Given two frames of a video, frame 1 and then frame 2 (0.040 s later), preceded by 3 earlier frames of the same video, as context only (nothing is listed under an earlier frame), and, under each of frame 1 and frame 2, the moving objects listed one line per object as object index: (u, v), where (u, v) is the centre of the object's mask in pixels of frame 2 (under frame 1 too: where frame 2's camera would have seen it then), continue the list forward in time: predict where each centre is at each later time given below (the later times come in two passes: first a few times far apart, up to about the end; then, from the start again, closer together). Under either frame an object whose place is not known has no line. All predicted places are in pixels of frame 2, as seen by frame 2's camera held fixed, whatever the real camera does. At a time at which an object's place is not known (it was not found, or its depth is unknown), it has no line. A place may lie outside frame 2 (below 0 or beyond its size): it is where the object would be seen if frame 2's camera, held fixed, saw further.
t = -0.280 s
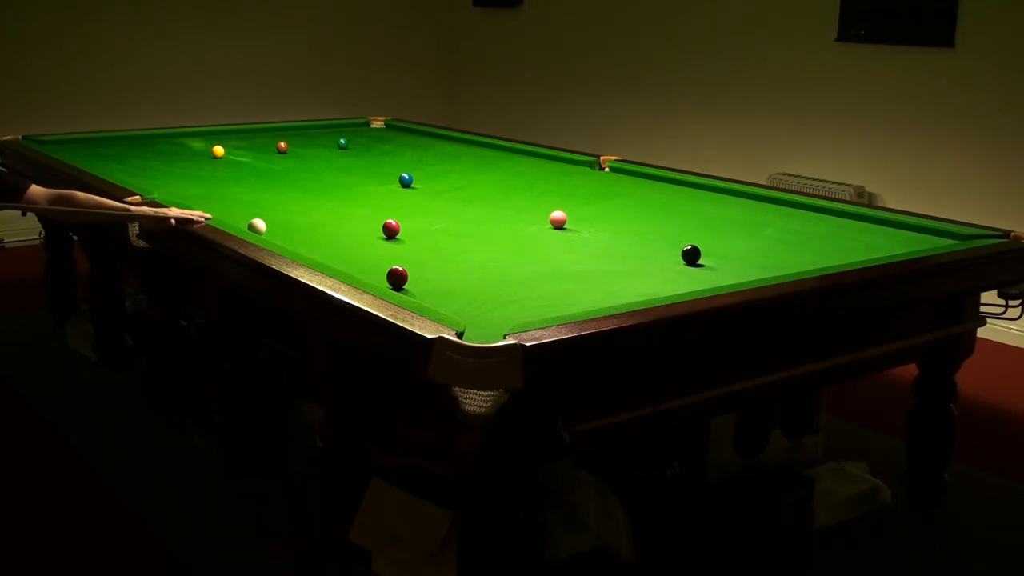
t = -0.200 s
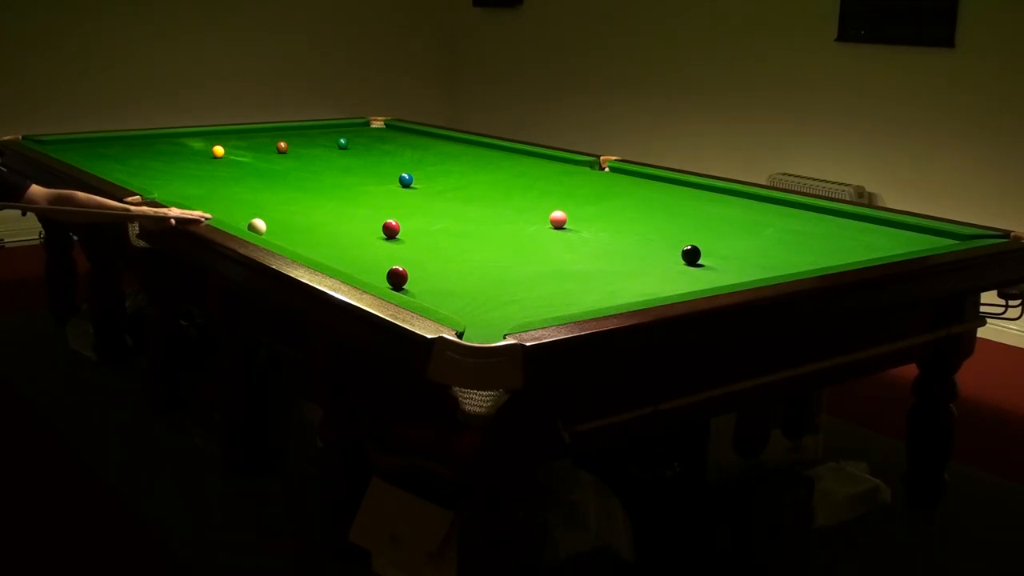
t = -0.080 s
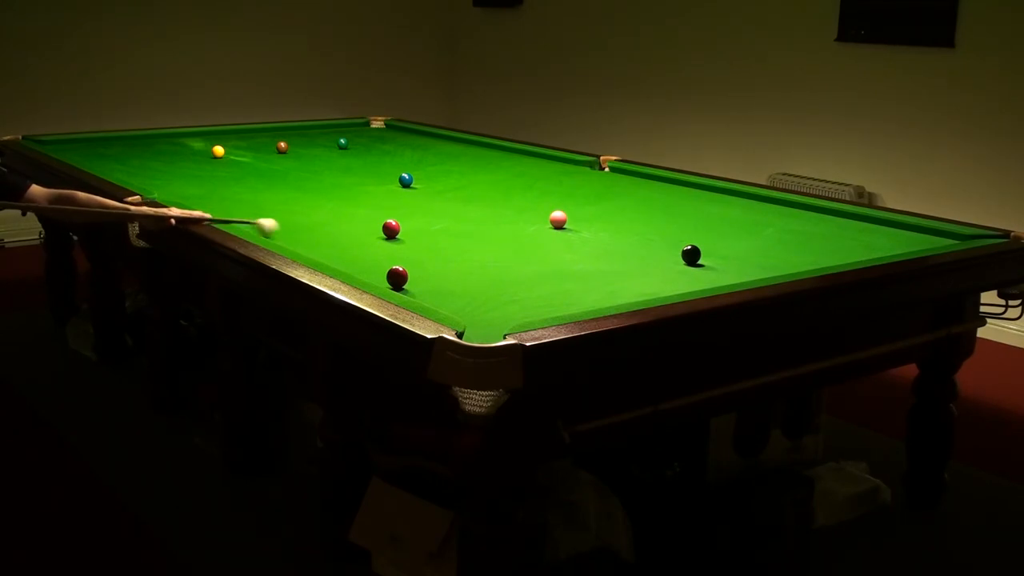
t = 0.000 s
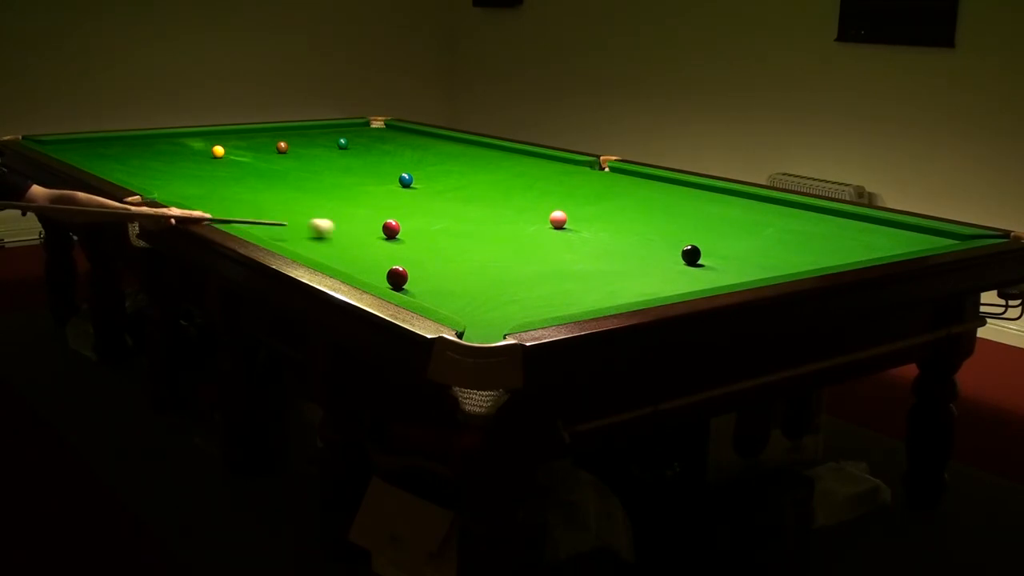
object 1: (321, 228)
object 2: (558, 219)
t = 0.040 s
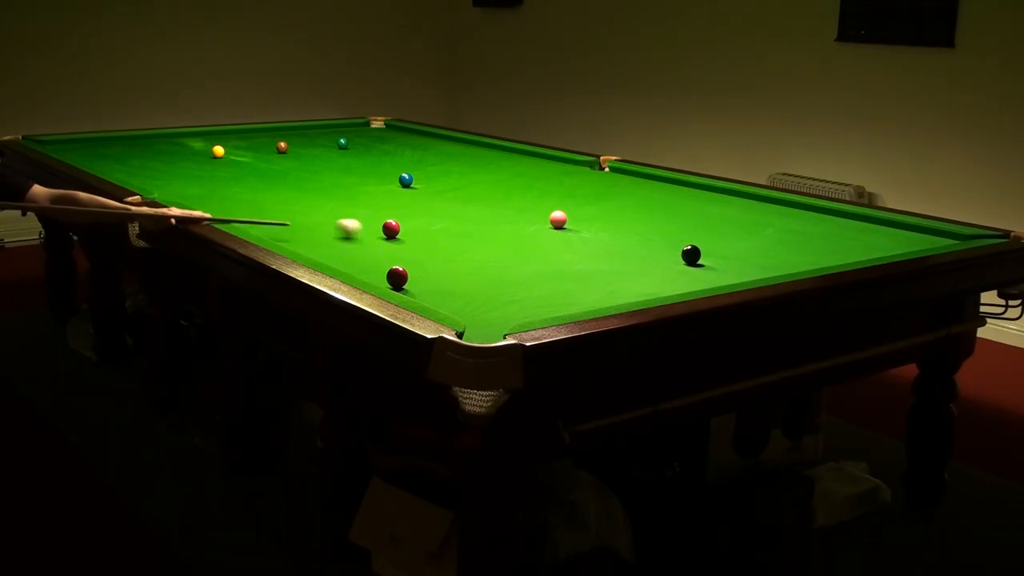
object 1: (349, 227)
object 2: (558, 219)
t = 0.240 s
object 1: (388, 227)
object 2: (558, 219)
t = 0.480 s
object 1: (428, 226)
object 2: (558, 219)
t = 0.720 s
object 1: (465, 225)
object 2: (558, 219)
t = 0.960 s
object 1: (499, 224)
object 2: (558, 219)
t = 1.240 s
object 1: (536, 222)
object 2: (558, 219)
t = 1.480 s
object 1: (558, 223)
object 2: (565, 215)
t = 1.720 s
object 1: (573, 224)
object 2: (569, 213)
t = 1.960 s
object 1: (587, 225)
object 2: (575, 215)
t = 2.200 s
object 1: (598, 226)
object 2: (580, 214)
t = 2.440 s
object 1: (606, 227)
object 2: (584, 214)
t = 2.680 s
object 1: (613, 228)
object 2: (586, 213)
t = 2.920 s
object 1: (618, 228)
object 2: (586, 213)
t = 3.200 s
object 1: (621, 228)
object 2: (586, 213)
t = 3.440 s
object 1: (621, 228)
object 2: (586, 213)
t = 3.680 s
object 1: (621, 229)
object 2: (586, 213)
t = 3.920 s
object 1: (621, 229)
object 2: (586, 213)
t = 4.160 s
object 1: (621, 228)
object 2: (589, 213)
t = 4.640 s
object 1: (621, 228)
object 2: (586, 213)
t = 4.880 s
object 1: (621, 228)
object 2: (586, 213)
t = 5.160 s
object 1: (621, 228)
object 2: (586, 213)
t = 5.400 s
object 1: (621, 228)
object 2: (586, 213)
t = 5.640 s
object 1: (621, 228)
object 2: (586, 213)
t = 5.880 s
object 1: (621, 228)
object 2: (586, 213)
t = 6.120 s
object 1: (621, 228)
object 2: (586, 213)
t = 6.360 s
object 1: (621, 228)
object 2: (586, 213)
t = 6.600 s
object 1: (621, 228)
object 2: (586, 213)
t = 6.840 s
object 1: (621, 228)
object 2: (586, 213)
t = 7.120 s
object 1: (621, 228)
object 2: (586, 213)
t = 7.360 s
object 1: (621, 228)
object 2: (586, 213)
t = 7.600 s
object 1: (621, 228)
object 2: (586, 213)
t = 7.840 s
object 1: (621, 228)
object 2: (586, 213)
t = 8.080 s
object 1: (620, 228)
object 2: (586, 213)
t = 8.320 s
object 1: (621, 228)
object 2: (586, 213)
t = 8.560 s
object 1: (620, 228)
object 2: (586, 213)
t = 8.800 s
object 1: (620, 228)
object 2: (586, 213)
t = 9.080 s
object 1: (620, 228)
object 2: (586, 213)
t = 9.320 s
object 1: (620, 228)
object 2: (586, 213)
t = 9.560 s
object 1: (621, 228)
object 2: (586, 213)
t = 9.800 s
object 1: (621, 228)
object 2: (586, 213)
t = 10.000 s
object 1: (621, 228)
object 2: (586, 213)
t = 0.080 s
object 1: (373, 228)
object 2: (558, 219)
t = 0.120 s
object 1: (374, 228)
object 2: (558, 219)
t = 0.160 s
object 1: (377, 227)
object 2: (558, 219)
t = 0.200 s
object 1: (381, 227)
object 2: (558, 219)
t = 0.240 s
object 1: (388, 227)
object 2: (558, 219)
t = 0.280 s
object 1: (395, 227)
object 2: (558, 219)
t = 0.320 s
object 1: (401, 227)
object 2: (558, 219)
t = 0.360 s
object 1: (408, 226)
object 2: (558, 219)
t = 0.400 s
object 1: (415, 226)
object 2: (558, 218)
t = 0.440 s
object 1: (422, 226)
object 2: (557, 219)
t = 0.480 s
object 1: (428, 226)
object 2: (558, 219)
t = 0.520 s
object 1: (434, 226)
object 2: (558, 219)
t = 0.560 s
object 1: (441, 225)
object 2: (558, 219)
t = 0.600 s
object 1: (447, 225)
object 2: (558, 219)
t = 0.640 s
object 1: (453, 225)
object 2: (558, 219)
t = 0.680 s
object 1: (459, 225)
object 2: (558, 219)
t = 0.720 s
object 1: (465, 225)
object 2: (558, 219)
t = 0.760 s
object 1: (471, 225)
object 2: (558, 219)
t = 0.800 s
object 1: (477, 224)
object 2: (558, 219)
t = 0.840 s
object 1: (482, 224)
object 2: (558, 219)
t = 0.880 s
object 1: (488, 224)
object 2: (558, 219)
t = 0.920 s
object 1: (494, 224)
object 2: (558, 219)
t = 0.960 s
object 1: (499, 224)
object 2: (558, 219)
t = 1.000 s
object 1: (505, 223)
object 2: (558, 219)
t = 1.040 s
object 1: (510, 223)
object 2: (558, 219)
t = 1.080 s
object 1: (515, 223)
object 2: (558, 219)
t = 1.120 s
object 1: (521, 223)
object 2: (558, 219)
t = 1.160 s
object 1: (526, 223)
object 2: (558, 219)
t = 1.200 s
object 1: (531, 222)
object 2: (558, 219)
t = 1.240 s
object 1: (536, 222)
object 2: (558, 219)
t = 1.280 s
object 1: (540, 222)
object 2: (558, 219)
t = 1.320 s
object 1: (545, 222)
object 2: (559, 219)
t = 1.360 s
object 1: (549, 222)
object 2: (560, 218)
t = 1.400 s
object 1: (552, 222)
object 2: (562, 217)
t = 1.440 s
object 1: (555, 222)
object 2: (564, 216)
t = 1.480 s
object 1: (558, 223)
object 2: (565, 215)
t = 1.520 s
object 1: (561, 223)
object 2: (566, 214)
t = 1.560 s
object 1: (563, 223)
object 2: (567, 213)
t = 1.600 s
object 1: (566, 223)
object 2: (567, 213)
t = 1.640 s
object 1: (568, 224)
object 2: (567, 213)
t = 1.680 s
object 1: (571, 224)
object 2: (568, 213)
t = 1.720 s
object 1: (573, 224)
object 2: (569, 213)
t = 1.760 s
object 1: (575, 224)
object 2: (570, 214)
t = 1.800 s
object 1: (578, 224)
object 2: (571, 214)
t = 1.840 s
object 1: (580, 225)
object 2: (572, 214)
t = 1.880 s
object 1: (583, 225)
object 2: (573, 214)
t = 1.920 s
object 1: (585, 225)
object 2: (574, 214)
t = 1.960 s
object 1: (587, 225)
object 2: (575, 215)
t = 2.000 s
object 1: (589, 225)
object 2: (576, 215)
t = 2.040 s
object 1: (590, 226)
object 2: (577, 215)
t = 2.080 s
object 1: (592, 226)
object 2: (578, 215)
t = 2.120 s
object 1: (594, 226)
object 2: (579, 215)
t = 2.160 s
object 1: (596, 226)
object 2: (580, 214)
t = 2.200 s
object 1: (598, 226)
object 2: (580, 214)
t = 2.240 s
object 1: (599, 226)
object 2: (581, 214)
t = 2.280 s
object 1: (601, 226)
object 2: (581, 214)
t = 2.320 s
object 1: (602, 227)
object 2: (582, 214)
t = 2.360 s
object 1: (604, 227)
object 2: (583, 214)
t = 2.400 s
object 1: (605, 227)
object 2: (583, 214)
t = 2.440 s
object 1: (606, 227)
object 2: (584, 214)
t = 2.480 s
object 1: (608, 227)
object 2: (584, 214)
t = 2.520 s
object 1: (609, 227)
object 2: (584, 214)
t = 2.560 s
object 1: (610, 227)
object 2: (585, 214)
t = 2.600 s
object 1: (611, 227)
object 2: (585, 214)
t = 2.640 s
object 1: (612, 227)
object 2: (585, 213)
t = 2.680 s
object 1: (613, 228)
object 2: (586, 213)
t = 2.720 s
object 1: (614, 228)
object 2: (586, 213)
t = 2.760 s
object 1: (615, 228)
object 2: (586, 213)
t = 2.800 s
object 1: (616, 228)
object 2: (586, 213)
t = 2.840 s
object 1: (616, 228)
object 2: (586, 213)
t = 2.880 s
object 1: (617, 228)
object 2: (586, 213)
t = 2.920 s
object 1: (618, 228)
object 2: (586, 213)
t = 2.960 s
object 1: (618, 228)
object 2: (586, 213)
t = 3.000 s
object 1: (619, 228)
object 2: (586, 213)
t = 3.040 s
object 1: (619, 228)
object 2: (586, 213)
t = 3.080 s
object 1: (620, 228)
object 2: (586, 213)
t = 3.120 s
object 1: (620, 228)
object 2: (586, 213)
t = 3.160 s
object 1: (620, 228)
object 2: (586, 213)
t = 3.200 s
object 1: (621, 228)
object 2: (586, 213)
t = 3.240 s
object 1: (621, 228)
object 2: (586, 213)
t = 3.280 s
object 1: (621, 228)
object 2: (586, 213)
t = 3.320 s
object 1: (621, 228)
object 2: (586, 213)
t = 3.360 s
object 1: (621, 228)
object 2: (586, 213)
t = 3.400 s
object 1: (621, 228)
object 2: (586, 213)
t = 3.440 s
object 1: (621, 228)
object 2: (586, 213)
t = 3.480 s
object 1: (621, 229)
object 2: (586, 213)
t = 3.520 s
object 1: (621, 229)
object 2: (586, 213)
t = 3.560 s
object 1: (621, 229)
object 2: (586, 213)
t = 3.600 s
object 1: (621, 229)
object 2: (586, 213)
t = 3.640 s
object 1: (620, 229)
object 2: (586, 213)
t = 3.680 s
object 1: (621, 229)
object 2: (586, 213)
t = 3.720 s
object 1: (621, 229)
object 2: (586, 213)
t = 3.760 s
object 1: (620, 229)
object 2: (586, 213)
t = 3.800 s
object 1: (620, 229)
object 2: (586, 213)
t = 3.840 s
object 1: (621, 228)
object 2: (586, 213)
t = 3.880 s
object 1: (621, 229)
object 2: (586, 213)
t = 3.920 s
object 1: (621, 229)
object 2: (586, 213)
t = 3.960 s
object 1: (621, 229)
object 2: (586, 213)
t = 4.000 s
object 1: (621, 229)
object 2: (586, 213)
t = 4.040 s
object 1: (621, 229)
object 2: (586, 213)
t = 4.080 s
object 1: (621, 228)
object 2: (586, 213)
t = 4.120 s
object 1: (621, 228)
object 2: (586, 213)
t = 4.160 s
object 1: (621, 228)
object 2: (589, 213)
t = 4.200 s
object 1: (621, 228)
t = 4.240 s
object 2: (584, 209)
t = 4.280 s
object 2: (588, 211)
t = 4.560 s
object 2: (586, 213)
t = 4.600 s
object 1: (619, 228)
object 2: (586, 213)
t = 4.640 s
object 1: (621, 228)
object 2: (586, 213)
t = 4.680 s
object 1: (621, 228)
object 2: (586, 213)
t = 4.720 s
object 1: (621, 228)
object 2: (586, 213)
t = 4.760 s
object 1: (621, 228)
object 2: (586, 213)
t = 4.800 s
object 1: (621, 228)
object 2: (586, 213)
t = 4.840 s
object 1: (621, 228)
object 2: (586, 213)
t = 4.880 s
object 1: (621, 228)
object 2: (586, 213)
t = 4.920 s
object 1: (621, 228)
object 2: (586, 213)
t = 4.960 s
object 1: (621, 228)
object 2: (586, 213)
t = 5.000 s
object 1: (621, 228)
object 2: (586, 213)
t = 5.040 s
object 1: (621, 228)
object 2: (586, 213)
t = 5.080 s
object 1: (621, 228)
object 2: (586, 213)
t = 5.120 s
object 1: (621, 228)
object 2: (586, 213)
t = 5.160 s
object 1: (621, 228)
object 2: (586, 213)
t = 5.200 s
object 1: (621, 228)
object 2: (586, 213)
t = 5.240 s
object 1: (621, 228)
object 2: (586, 213)
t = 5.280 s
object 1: (621, 228)
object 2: (586, 213)
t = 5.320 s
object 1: (621, 228)
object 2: (586, 213)
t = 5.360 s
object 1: (621, 228)
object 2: (586, 213)
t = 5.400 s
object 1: (621, 228)
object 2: (586, 213)
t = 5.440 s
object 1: (621, 228)
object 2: (586, 213)
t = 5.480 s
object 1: (621, 228)
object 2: (586, 213)
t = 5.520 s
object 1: (621, 228)
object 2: (586, 213)
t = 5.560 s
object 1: (621, 228)
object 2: (586, 213)
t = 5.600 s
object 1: (621, 228)
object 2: (586, 213)
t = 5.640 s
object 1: (621, 228)
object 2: (586, 213)
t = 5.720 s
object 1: (621, 228)
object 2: (586, 213)
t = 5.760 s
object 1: (621, 228)
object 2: (586, 213)
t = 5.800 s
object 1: (621, 228)
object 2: (586, 213)
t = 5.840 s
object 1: (621, 228)
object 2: (586, 213)
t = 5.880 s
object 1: (621, 228)
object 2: (586, 213)
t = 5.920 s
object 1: (621, 228)
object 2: (586, 213)
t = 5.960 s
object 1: (621, 228)
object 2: (586, 213)
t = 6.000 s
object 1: (621, 228)
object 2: (586, 213)
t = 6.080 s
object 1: (621, 228)
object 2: (586, 213)
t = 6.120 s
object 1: (621, 228)
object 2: (586, 213)
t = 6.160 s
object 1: (620, 228)
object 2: (586, 213)
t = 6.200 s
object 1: (621, 228)
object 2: (586, 213)
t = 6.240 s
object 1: (621, 228)
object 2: (586, 213)
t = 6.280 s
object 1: (621, 228)
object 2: (586, 213)
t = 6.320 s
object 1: (621, 228)
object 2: (586, 213)
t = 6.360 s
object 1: (621, 228)
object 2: (586, 213)
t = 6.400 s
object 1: (621, 228)
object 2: (586, 213)
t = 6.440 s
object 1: (621, 228)
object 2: (586, 213)
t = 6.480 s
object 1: (621, 228)
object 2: (586, 213)
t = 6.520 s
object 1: (621, 228)
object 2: (586, 213)
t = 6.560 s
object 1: (621, 228)
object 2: (586, 213)
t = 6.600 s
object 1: (621, 228)
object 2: (586, 213)
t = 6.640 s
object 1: (621, 228)
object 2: (586, 213)
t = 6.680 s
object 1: (621, 228)
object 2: (586, 213)
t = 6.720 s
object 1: (621, 228)
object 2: (586, 213)
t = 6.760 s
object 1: (621, 228)
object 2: (586, 213)
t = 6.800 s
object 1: (621, 228)
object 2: (586, 213)
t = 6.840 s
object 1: (621, 228)
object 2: (586, 213)
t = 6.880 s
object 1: (621, 228)
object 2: (586, 213)
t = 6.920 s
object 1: (621, 228)
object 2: (586, 213)
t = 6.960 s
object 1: (621, 228)
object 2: (586, 213)
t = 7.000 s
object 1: (621, 228)
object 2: (586, 213)
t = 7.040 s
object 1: (621, 228)
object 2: (586, 213)
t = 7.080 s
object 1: (621, 228)
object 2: (586, 213)
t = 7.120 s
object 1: (621, 228)
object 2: (586, 213)
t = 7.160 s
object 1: (621, 228)
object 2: (586, 213)
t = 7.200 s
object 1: (621, 229)
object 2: (586, 213)
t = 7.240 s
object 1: (621, 228)
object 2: (586, 213)
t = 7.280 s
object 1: (620, 228)
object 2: (586, 213)
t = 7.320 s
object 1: (620, 228)
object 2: (586, 213)
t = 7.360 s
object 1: (621, 228)
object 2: (586, 213)
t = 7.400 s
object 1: (621, 228)
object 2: (586, 213)
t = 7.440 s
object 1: (621, 228)
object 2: (586, 213)
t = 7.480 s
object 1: (620, 228)
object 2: (586, 213)
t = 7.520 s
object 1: (621, 228)
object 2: (586, 213)
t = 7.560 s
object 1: (621, 228)
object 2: (586, 213)
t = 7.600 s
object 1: (621, 228)
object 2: (586, 213)
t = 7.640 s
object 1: (621, 228)
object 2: (586, 213)
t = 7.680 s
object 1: (620, 228)
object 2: (586, 213)
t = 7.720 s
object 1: (621, 228)
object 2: (586, 213)
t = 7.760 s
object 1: (620, 228)
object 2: (586, 213)
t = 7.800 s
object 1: (621, 228)
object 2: (586, 213)
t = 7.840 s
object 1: (621, 228)
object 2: (586, 213)
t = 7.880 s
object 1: (621, 228)
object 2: (586, 213)
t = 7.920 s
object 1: (620, 228)
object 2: (586, 213)
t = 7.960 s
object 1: (621, 228)
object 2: (586, 213)
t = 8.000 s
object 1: (621, 228)
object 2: (586, 213)
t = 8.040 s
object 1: (621, 228)
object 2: (586, 213)
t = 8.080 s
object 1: (620, 228)
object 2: (586, 213)
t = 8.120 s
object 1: (620, 228)
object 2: (586, 213)
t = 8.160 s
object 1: (621, 228)
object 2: (586, 213)
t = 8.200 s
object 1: (621, 228)
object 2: (586, 213)
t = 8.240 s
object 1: (620, 228)
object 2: (586, 213)
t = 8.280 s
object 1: (621, 228)
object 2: (586, 213)
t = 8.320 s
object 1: (621, 228)
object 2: (586, 213)
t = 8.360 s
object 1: (620, 228)
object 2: (586, 213)
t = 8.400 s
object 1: (620, 228)
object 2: (586, 213)
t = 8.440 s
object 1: (620, 228)
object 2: (586, 213)
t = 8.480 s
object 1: (620, 228)
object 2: (586, 213)
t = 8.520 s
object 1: (620, 228)
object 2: (586, 213)
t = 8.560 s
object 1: (620, 228)
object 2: (586, 213)
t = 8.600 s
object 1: (620, 228)
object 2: (586, 213)
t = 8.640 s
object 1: (620, 228)
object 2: (586, 213)
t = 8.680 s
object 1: (620, 228)
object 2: (586, 213)
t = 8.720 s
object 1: (620, 228)
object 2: (586, 213)
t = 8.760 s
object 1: (620, 228)
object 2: (586, 213)
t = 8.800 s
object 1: (620, 228)
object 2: (586, 213)
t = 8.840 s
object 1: (620, 228)
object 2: (586, 213)
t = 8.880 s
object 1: (621, 228)
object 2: (586, 213)
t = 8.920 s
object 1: (620, 228)
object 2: (586, 213)
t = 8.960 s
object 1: (620, 228)
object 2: (586, 213)
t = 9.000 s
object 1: (620, 228)
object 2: (586, 213)
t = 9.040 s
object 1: (621, 228)
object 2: (586, 213)
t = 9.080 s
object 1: (620, 228)
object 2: (586, 213)
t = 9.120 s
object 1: (620, 228)
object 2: (586, 213)
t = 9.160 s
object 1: (620, 228)
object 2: (586, 213)
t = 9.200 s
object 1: (621, 228)
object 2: (586, 213)
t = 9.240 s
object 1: (621, 228)
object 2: (586, 213)
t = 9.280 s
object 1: (620, 228)
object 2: (586, 213)
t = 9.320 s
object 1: (620, 228)
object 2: (586, 213)
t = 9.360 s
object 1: (621, 228)
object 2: (586, 213)
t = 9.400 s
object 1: (621, 228)
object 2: (586, 213)
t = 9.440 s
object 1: (620, 228)
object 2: (586, 213)
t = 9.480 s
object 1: (621, 228)
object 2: (586, 213)
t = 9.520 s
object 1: (621, 228)
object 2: (586, 213)
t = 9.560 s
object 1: (621, 228)
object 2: (586, 213)
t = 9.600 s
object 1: (621, 228)
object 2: (586, 213)
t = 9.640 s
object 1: (621, 228)
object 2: (586, 213)
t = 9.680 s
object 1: (621, 228)
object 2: (586, 213)
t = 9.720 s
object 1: (621, 228)
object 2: (586, 213)
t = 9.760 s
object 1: (621, 228)
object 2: (586, 213)
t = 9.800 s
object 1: (621, 228)
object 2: (586, 213)
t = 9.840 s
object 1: (621, 228)
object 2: (586, 213)
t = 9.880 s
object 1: (621, 228)
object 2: (586, 213)
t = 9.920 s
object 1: (621, 228)
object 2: (586, 213)
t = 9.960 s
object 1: (621, 228)
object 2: (586, 213)
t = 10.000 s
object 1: (621, 228)
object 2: (586, 213)
